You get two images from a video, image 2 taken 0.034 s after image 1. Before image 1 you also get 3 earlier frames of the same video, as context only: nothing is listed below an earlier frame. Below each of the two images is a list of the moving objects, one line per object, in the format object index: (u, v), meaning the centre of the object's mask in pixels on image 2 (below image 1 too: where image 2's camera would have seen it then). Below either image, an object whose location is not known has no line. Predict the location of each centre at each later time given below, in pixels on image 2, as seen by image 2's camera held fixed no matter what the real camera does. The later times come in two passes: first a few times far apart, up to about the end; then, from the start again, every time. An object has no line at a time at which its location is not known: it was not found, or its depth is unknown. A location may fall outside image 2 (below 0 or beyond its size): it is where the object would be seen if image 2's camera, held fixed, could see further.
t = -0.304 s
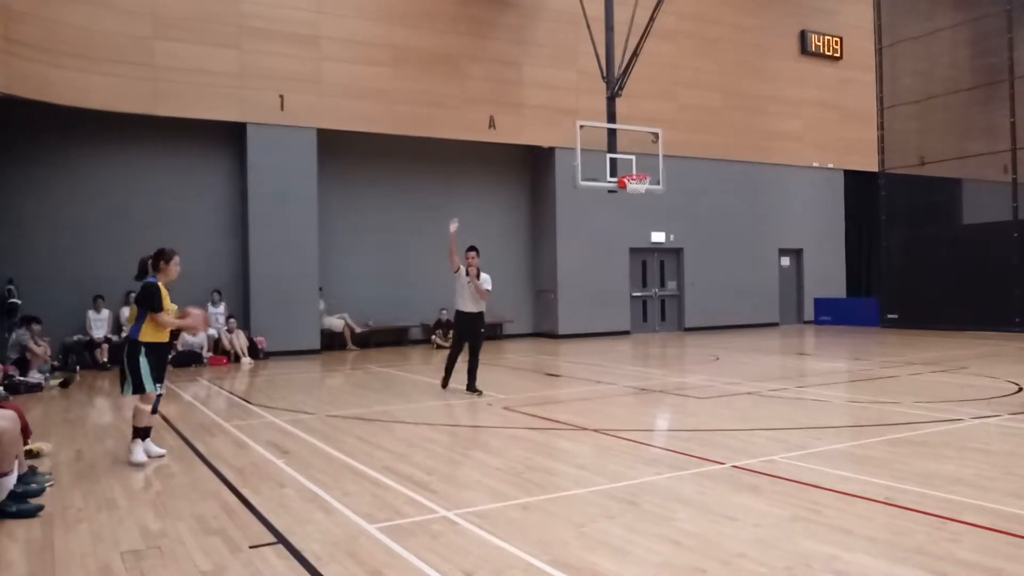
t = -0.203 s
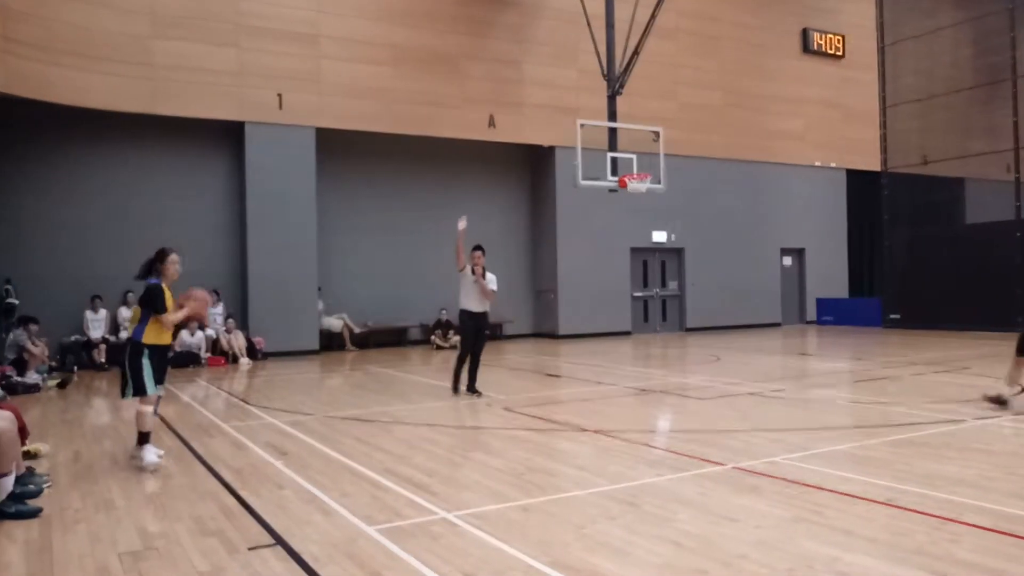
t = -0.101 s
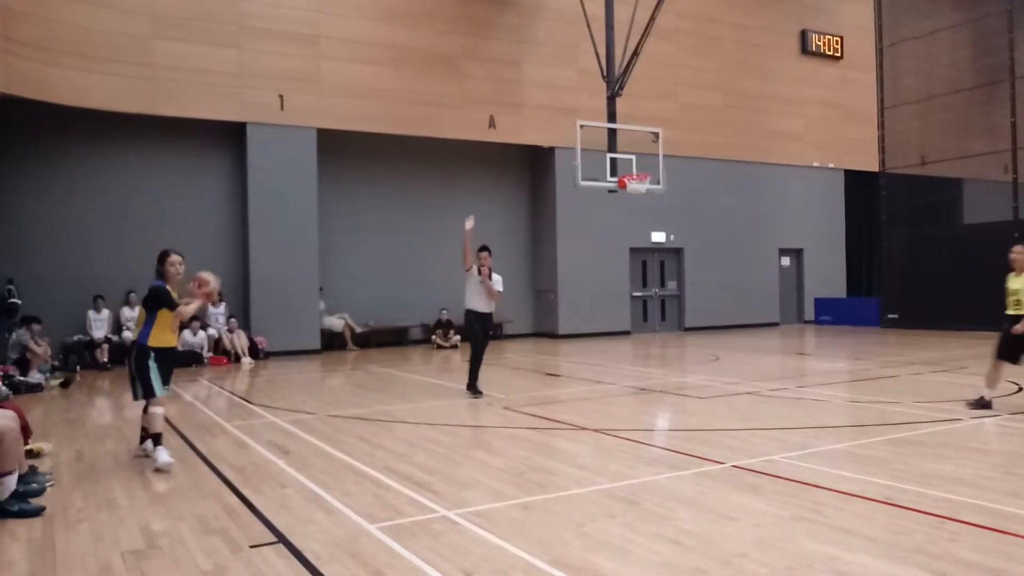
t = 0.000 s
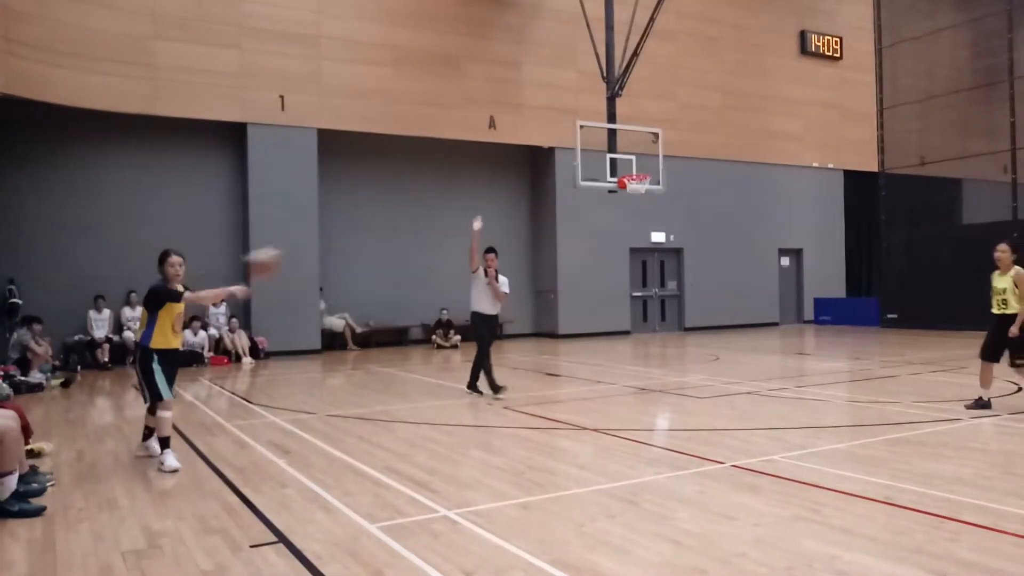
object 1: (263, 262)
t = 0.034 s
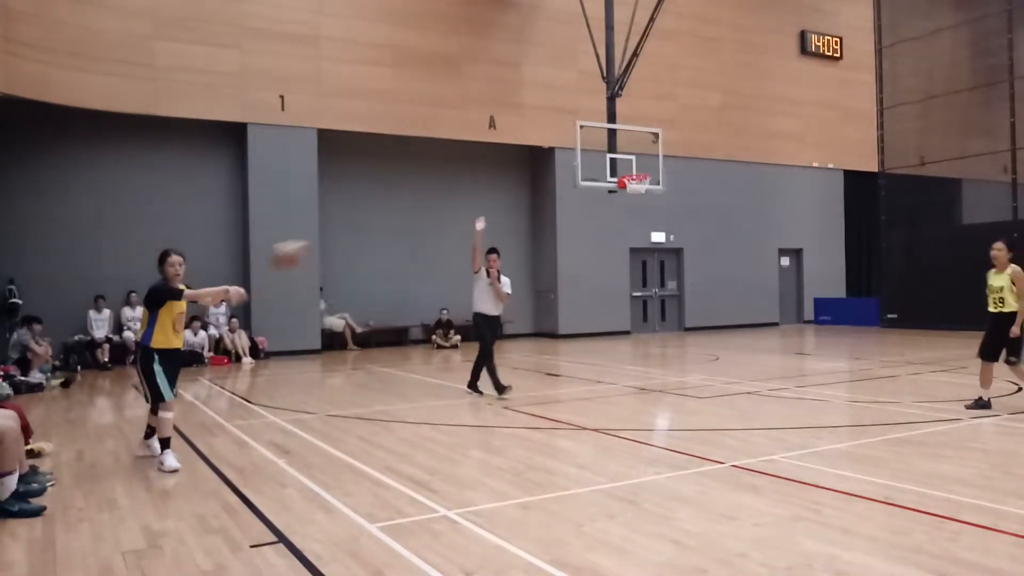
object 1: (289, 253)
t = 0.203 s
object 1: (427, 238)
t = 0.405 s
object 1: (591, 263)
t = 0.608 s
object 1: (752, 341)
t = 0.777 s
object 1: (881, 422)
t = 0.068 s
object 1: (317, 249)
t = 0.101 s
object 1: (345, 243)
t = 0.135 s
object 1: (373, 240)
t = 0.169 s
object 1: (400, 237)
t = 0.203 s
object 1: (427, 238)
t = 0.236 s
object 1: (454, 238)
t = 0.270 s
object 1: (480, 239)
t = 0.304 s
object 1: (510, 245)
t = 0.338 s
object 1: (537, 250)
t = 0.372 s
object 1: (561, 254)
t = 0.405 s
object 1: (591, 263)
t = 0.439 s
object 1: (618, 272)
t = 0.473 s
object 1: (645, 283)
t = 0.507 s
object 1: (671, 295)
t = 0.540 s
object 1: (698, 308)
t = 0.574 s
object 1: (726, 322)
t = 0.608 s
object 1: (752, 341)
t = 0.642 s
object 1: (780, 360)
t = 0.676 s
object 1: (803, 380)
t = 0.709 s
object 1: (834, 401)
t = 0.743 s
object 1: (863, 426)
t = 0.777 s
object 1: (881, 422)
